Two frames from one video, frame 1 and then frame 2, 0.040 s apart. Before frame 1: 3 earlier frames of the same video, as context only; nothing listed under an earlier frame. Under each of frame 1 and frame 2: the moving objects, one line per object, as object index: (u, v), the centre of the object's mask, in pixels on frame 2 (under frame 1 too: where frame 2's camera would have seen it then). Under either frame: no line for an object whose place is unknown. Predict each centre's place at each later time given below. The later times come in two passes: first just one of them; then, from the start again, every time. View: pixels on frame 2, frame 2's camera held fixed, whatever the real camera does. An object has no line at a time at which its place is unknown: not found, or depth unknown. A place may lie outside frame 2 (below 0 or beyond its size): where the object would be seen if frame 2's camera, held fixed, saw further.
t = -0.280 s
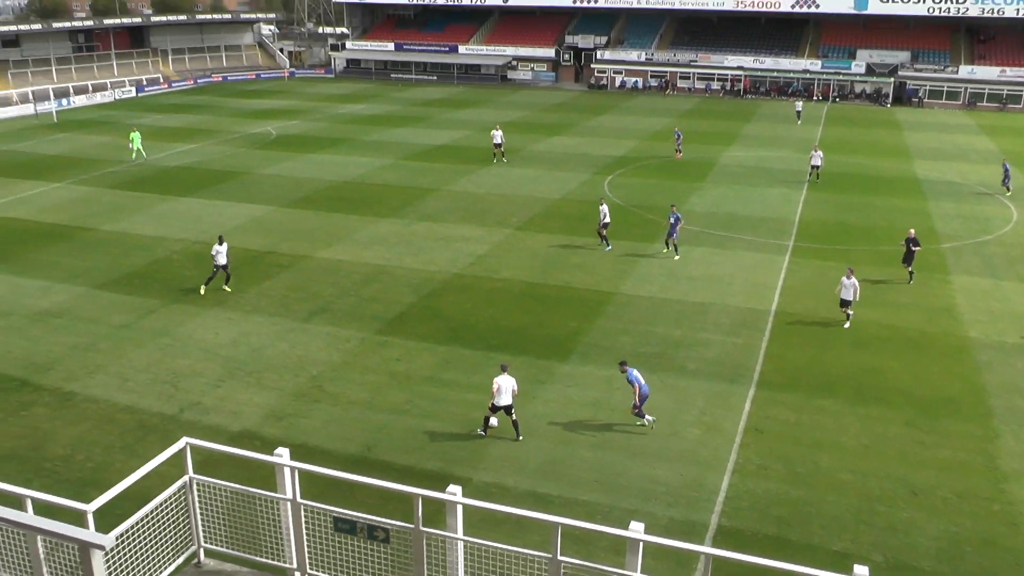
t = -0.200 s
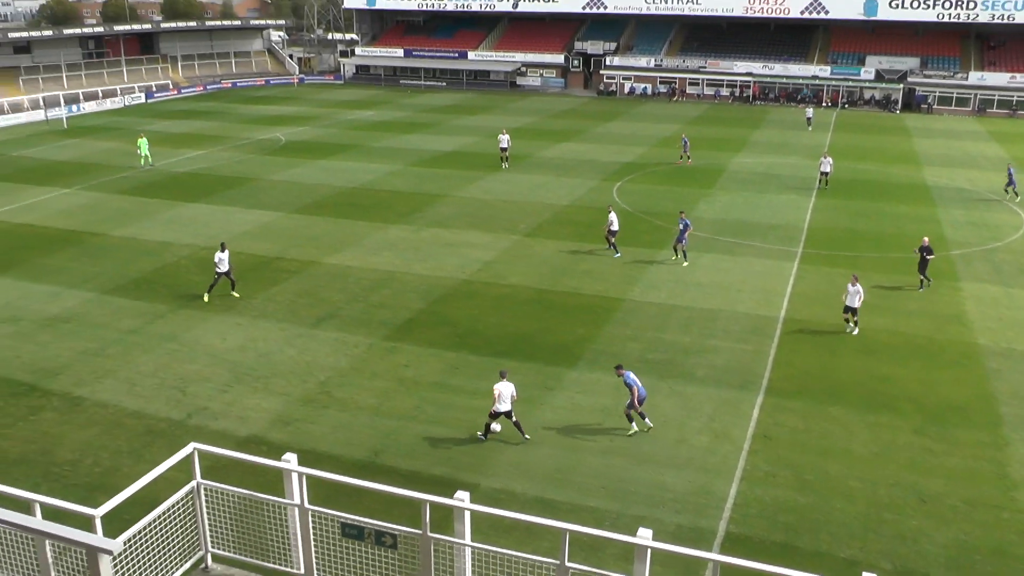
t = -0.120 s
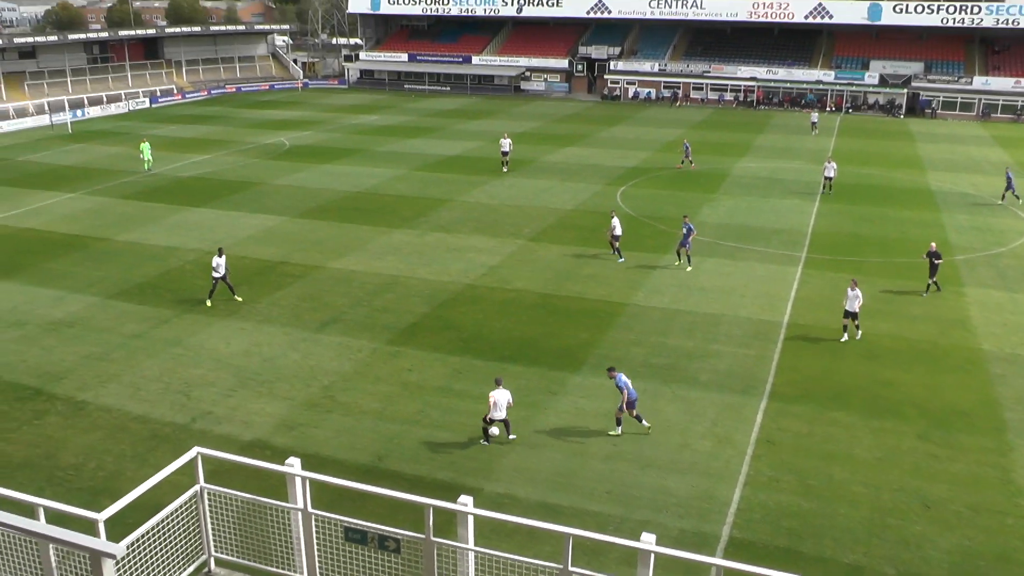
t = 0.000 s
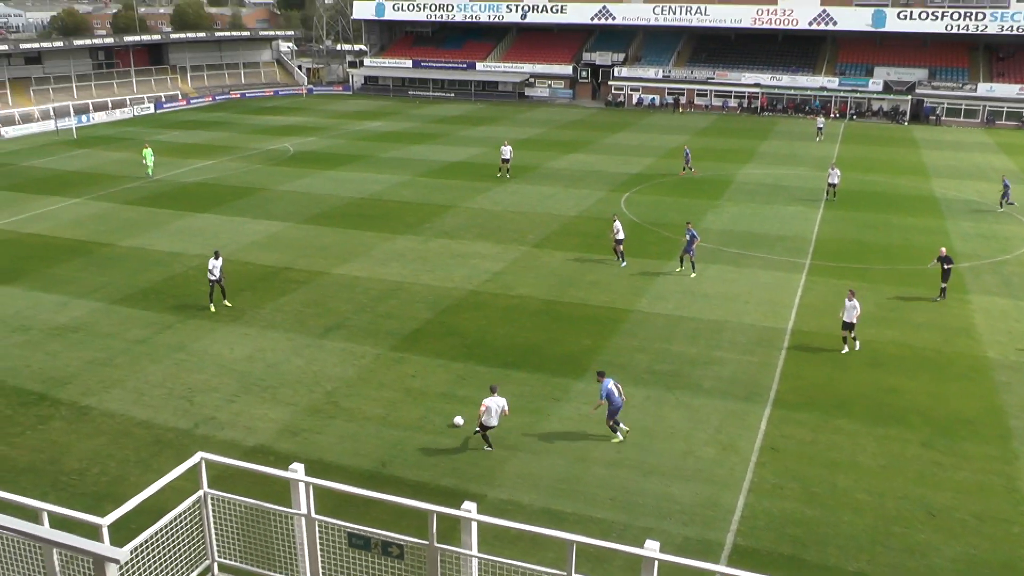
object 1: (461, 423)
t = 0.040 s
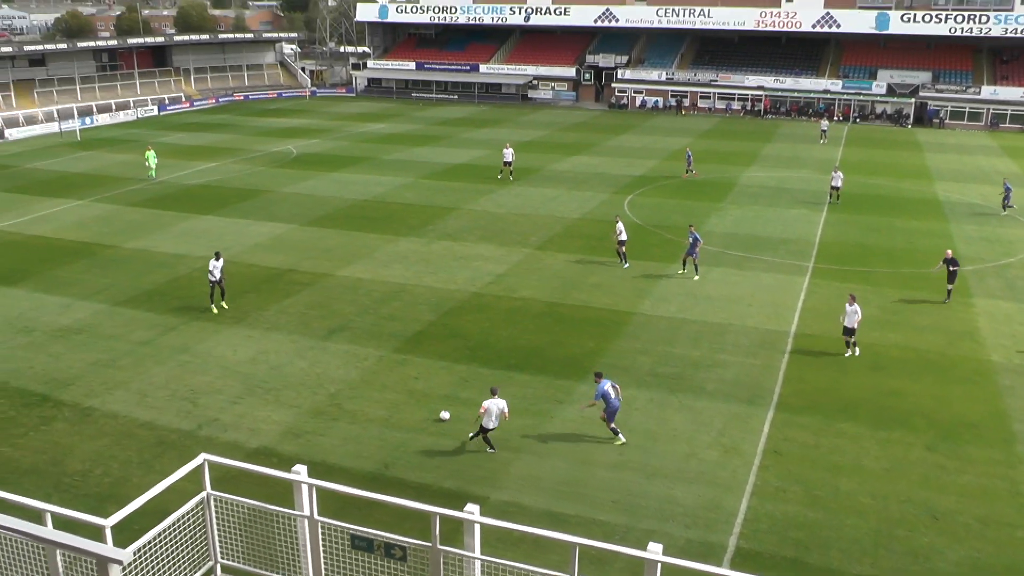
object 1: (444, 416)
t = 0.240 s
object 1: (372, 385)
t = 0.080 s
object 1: (428, 408)
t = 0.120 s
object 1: (413, 403)
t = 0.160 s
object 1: (398, 397)
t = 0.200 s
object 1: (385, 391)
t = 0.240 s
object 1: (372, 385)
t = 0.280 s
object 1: (360, 380)
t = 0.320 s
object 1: (349, 375)
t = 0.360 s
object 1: (338, 371)
